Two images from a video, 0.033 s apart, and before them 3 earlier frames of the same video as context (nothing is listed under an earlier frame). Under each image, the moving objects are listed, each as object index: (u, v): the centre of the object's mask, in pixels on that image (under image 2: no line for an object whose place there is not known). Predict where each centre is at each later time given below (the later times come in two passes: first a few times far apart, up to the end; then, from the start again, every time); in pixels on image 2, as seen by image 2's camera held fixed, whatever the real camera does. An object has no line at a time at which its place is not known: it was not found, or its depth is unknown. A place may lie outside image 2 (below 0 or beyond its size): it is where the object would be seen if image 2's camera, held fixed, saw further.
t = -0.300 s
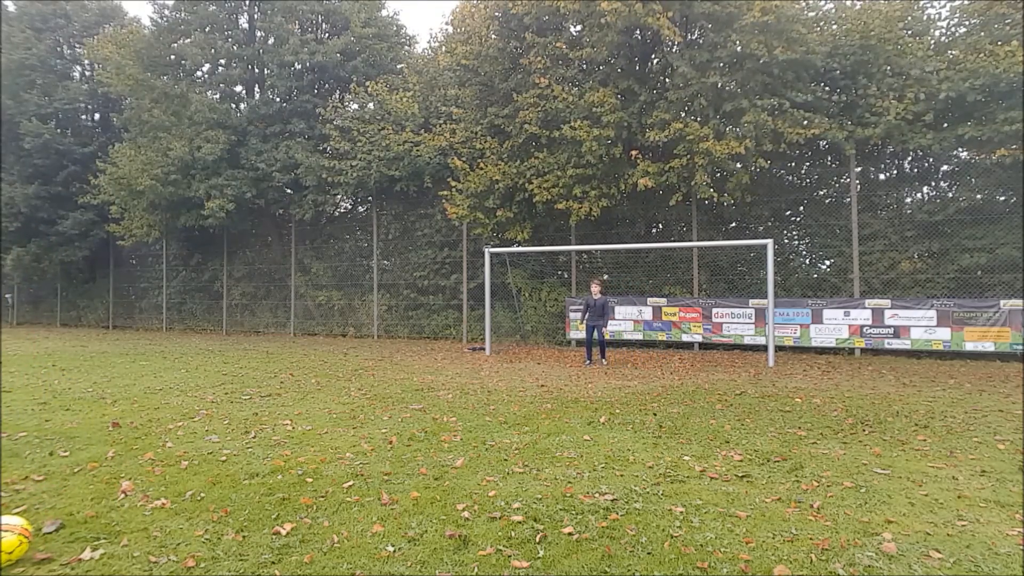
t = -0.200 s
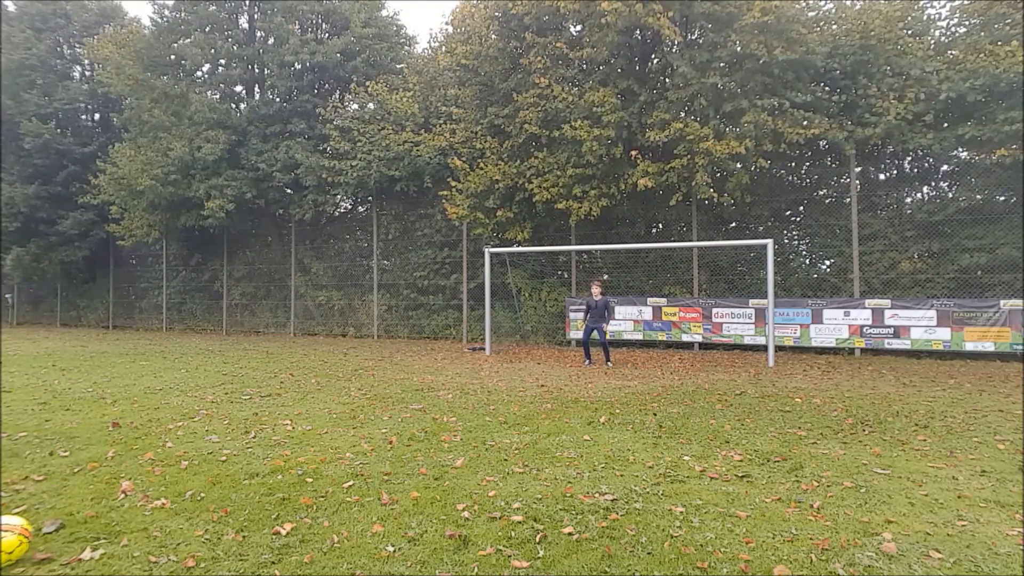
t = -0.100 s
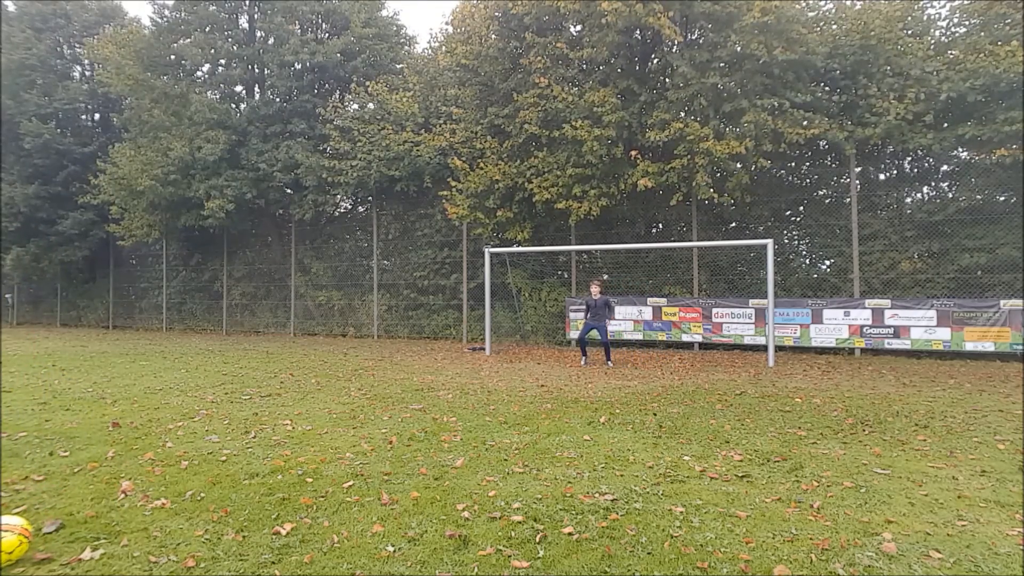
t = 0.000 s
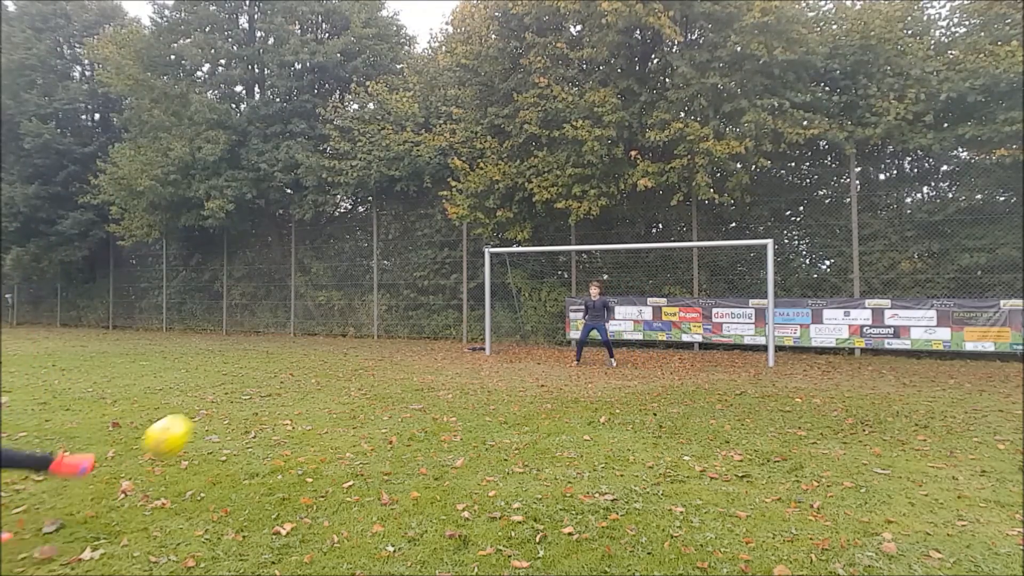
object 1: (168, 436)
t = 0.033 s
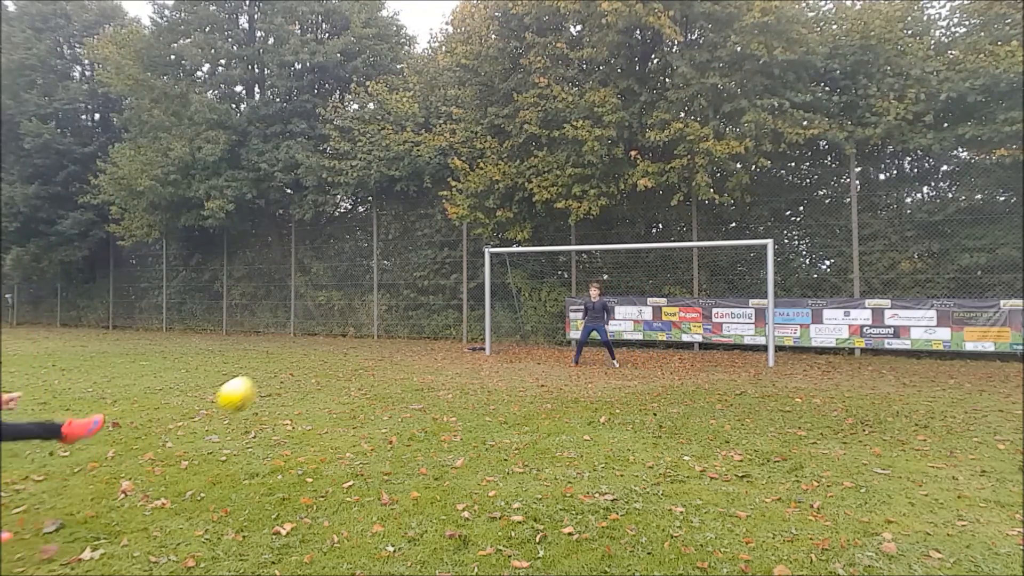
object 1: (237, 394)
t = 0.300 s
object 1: (446, 298)
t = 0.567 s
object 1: (499, 311)
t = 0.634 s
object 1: (506, 319)
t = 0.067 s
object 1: (288, 364)
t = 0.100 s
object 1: (327, 344)
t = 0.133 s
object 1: (358, 329)
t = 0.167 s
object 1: (383, 318)
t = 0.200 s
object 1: (403, 310)
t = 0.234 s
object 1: (420, 304)
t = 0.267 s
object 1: (434, 300)
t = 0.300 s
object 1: (446, 298)
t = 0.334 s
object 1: (457, 297)
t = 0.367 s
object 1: (466, 297)
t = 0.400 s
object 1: (473, 298)
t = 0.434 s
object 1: (480, 300)
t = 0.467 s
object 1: (486, 302)
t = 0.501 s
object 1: (491, 305)
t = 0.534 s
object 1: (496, 308)
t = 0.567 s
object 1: (499, 311)
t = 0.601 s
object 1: (503, 315)
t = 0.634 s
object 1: (506, 319)
